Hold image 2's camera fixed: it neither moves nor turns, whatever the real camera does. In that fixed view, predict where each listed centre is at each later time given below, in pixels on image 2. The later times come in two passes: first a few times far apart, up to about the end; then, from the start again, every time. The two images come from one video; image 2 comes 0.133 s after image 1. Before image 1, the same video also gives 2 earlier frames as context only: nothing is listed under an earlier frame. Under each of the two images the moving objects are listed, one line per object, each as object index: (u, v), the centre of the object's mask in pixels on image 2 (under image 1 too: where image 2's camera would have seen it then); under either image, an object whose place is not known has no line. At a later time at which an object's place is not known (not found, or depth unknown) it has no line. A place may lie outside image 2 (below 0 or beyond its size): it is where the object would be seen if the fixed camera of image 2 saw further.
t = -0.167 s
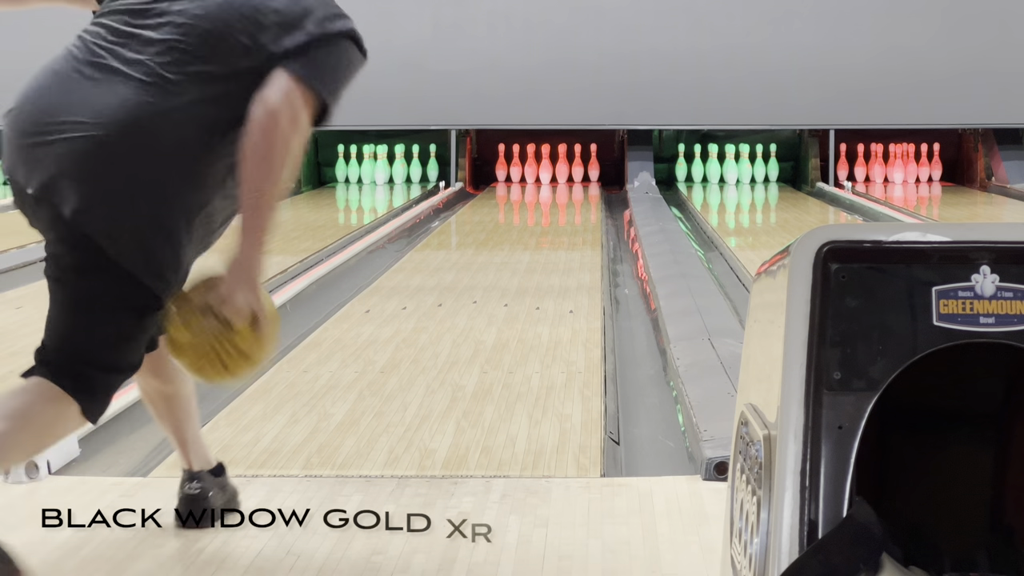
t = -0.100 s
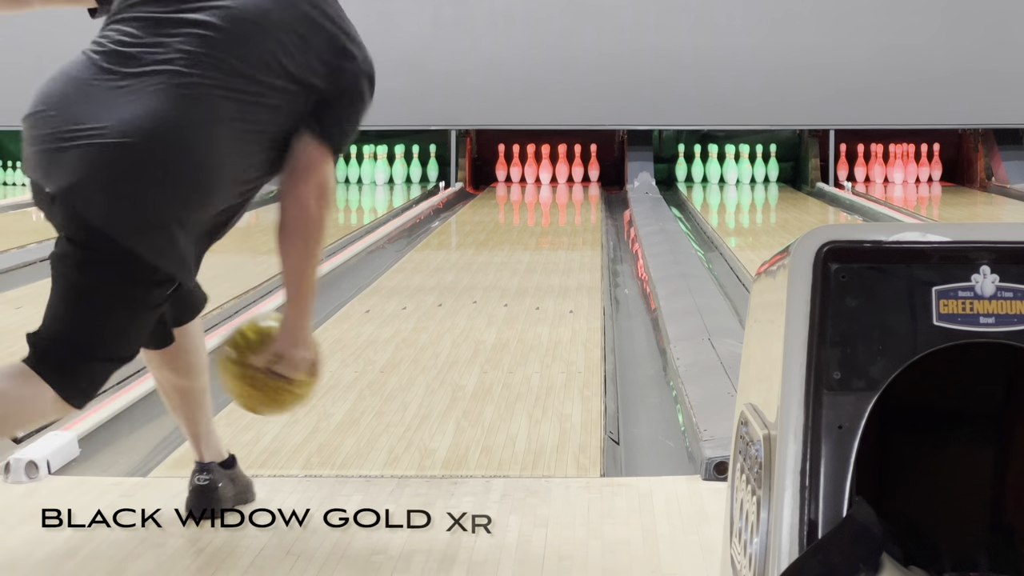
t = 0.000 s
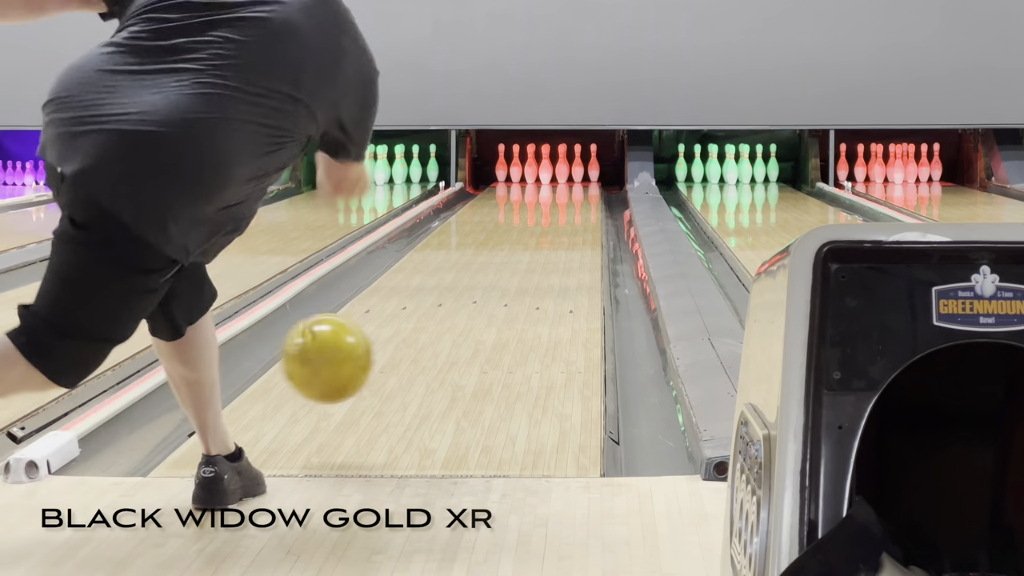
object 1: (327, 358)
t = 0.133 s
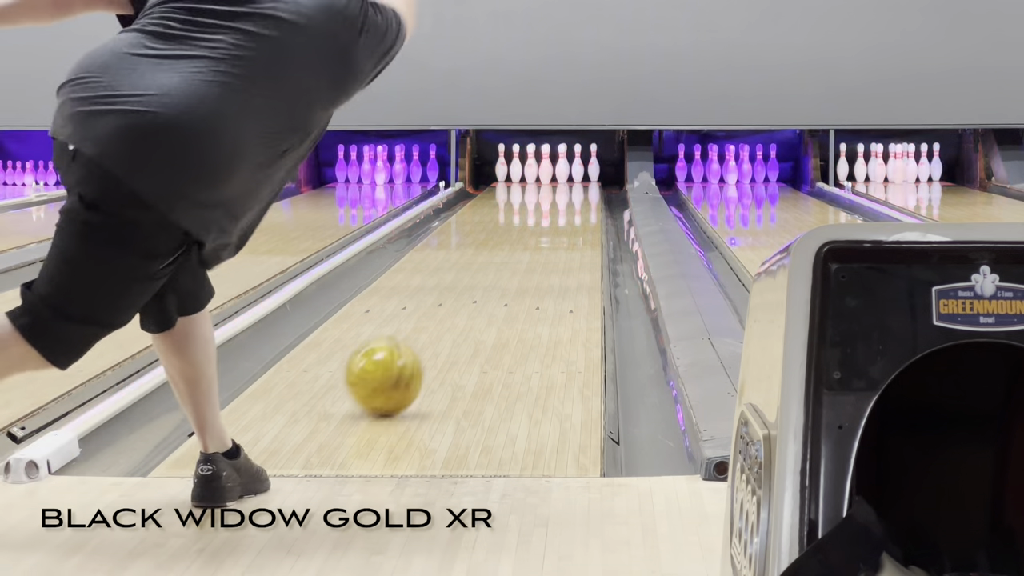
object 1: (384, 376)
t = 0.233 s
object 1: (416, 348)
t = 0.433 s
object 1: (464, 307)
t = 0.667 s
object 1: (503, 274)
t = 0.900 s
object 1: (531, 249)
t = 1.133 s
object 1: (551, 230)
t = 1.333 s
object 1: (564, 218)
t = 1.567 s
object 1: (575, 206)
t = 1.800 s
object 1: (581, 196)
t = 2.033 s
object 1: (580, 189)
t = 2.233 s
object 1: (574, 183)
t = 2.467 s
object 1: (562, 178)
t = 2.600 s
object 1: (556, 175)
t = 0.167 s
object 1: (394, 360)
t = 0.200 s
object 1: (406, 355)
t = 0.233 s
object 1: (416, 348)
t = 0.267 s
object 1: (425, 341)
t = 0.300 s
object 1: (434, 333)
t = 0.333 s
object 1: (442, 326)
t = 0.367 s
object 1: (450, 319)
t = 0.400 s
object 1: (457, 313)
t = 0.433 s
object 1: (464, 307)
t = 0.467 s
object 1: (470, 301)
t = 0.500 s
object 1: (477, 296)
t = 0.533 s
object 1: (482, 291)
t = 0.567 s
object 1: (488, 286)
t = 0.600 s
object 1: (493, 282)
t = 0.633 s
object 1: (498, 277)
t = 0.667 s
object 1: (503, 274)
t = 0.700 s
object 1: (508, 269)
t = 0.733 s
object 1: (512, 266)
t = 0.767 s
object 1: (516, 263)
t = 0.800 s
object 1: (520, 259)
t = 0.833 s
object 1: (523, 255)
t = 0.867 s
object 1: (527, 252)
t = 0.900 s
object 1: (531, 249)
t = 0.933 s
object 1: (534, 246)
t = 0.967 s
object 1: (537, 243)
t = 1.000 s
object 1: (540, 241)
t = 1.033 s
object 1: (542, 238)
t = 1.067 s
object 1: (545, 235)
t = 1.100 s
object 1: (548, 233)
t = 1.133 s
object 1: (551, 230)
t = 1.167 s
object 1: (553, 228)
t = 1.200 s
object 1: (555, 226)
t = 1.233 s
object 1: (558, 224)
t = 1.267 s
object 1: (559, 221)
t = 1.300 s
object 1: (562, 220)
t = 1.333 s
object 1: (564, 218)
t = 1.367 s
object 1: (566, 216)
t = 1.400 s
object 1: (567, 214)
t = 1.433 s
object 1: (569, 212)
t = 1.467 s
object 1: (570, 210)
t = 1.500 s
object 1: (572, 208)
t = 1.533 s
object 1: (574, 207)
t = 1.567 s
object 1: (575, 206)
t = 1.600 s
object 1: (576, 204)
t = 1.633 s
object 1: (577, 203)
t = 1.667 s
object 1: (578, 201)
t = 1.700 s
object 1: (579, 200)
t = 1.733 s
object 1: (579, 199)
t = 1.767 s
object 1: (580, 197)
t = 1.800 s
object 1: (581, 196)
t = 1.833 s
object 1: (581, 195)
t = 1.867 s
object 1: (581, 194)
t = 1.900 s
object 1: (581, 193)
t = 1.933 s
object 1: (581, 192)
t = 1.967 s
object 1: (580, 190)
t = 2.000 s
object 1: (580, 189)
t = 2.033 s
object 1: (580, 189)
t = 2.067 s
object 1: (579, 188)
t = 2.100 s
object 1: (578, 187)
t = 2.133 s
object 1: (577, 186)
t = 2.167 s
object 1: (576, 185)
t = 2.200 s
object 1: (575, 184)
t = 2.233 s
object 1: (574, 183)
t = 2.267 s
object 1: (573, 182)
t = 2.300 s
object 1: (571, 182)
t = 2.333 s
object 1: (569, 181)
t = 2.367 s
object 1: (568, 180)
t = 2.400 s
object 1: (565, 179)
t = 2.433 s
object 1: (564, 179)
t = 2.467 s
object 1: (562, 178)
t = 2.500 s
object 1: (561, 177)
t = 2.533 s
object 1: (559, 176)
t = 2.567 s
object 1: (558, 176)
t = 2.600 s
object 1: (556, 175)
